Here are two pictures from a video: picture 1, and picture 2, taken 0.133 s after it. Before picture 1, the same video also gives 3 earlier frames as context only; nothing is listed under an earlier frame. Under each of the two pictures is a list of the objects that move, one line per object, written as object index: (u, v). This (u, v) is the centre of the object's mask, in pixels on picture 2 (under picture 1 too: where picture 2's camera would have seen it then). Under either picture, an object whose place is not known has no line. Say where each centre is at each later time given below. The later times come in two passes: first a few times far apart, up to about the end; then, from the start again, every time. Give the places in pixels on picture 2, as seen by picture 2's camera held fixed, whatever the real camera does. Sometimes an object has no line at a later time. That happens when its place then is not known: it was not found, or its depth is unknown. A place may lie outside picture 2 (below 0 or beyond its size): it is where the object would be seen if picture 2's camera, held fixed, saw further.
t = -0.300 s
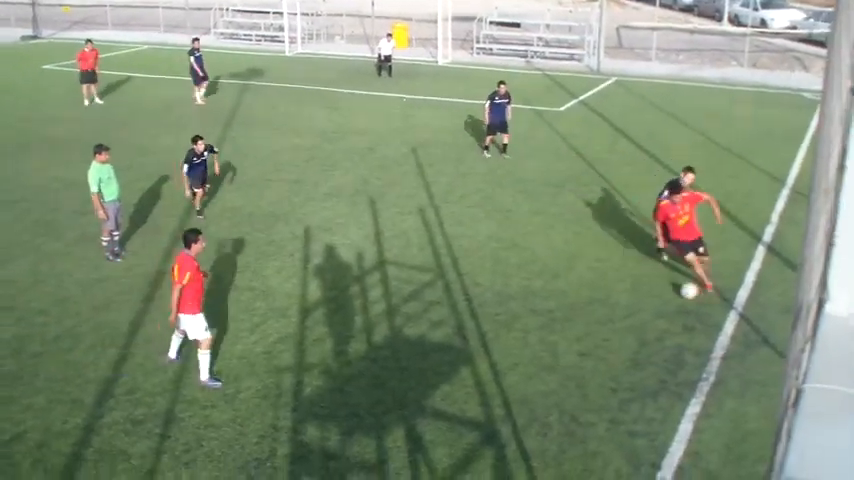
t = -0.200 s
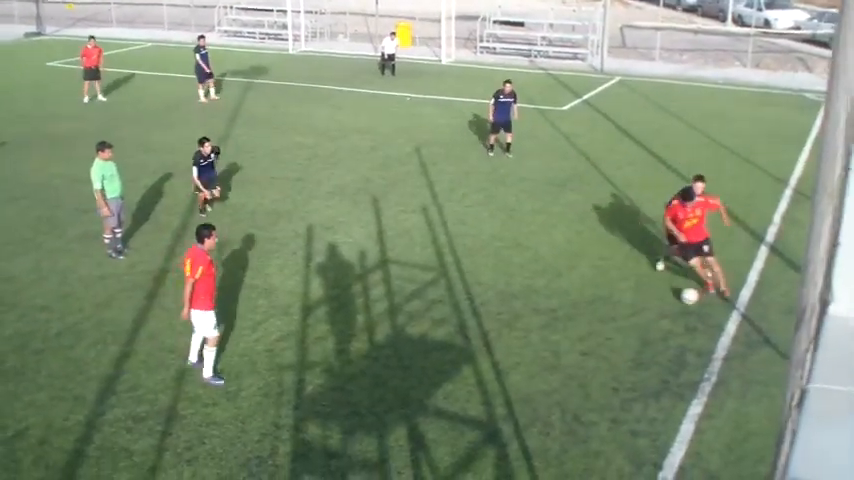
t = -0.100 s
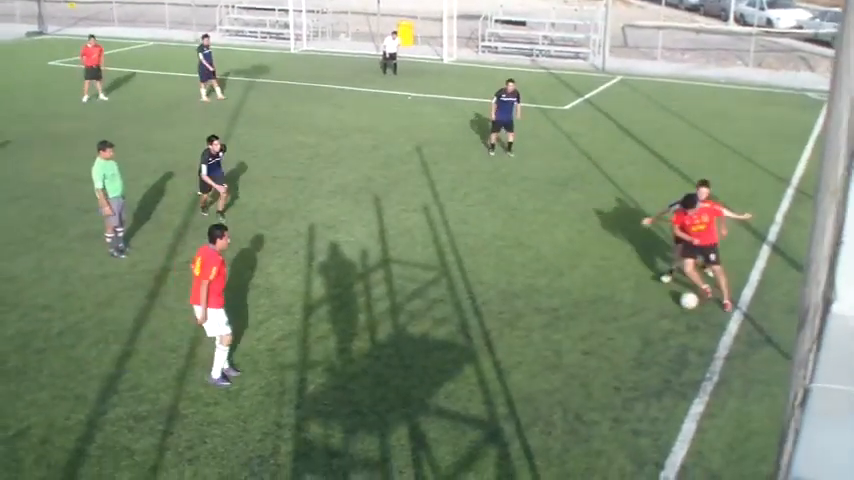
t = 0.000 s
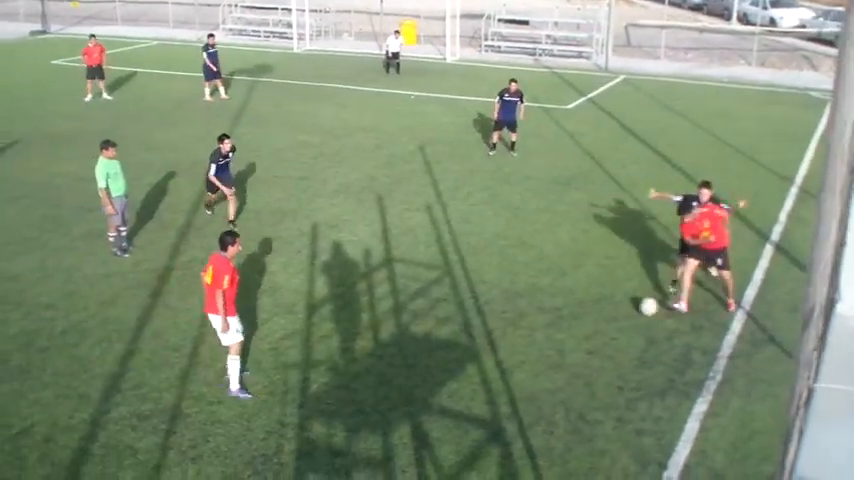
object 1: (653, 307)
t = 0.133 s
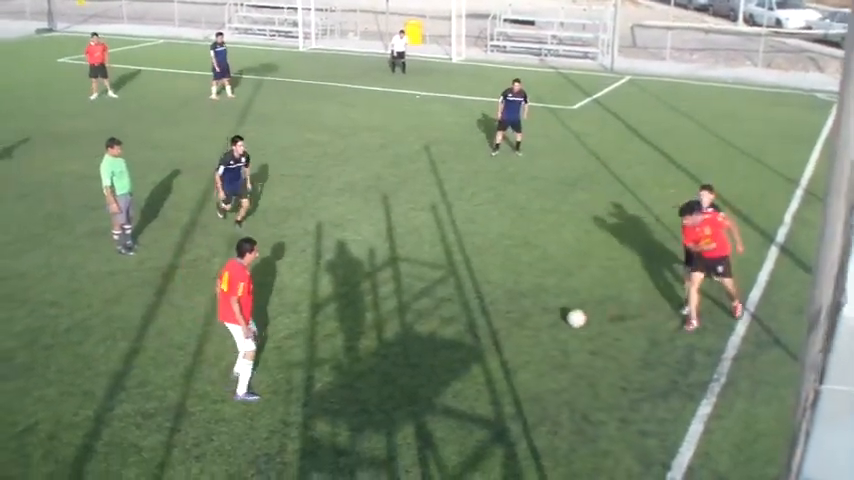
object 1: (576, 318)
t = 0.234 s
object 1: (521, 326)
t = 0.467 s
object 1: (409, 345)
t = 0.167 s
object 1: (557, 322)
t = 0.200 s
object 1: (538, 325)
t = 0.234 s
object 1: (521, 326)
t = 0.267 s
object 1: (505, 329)
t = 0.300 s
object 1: (488, 332)
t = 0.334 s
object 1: (470, 336)
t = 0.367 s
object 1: (454, 337)
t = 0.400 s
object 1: (440, 339)
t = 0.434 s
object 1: (424, 342)
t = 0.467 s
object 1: (409, 345)
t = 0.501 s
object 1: (394, 347)
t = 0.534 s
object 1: (380, 349)
